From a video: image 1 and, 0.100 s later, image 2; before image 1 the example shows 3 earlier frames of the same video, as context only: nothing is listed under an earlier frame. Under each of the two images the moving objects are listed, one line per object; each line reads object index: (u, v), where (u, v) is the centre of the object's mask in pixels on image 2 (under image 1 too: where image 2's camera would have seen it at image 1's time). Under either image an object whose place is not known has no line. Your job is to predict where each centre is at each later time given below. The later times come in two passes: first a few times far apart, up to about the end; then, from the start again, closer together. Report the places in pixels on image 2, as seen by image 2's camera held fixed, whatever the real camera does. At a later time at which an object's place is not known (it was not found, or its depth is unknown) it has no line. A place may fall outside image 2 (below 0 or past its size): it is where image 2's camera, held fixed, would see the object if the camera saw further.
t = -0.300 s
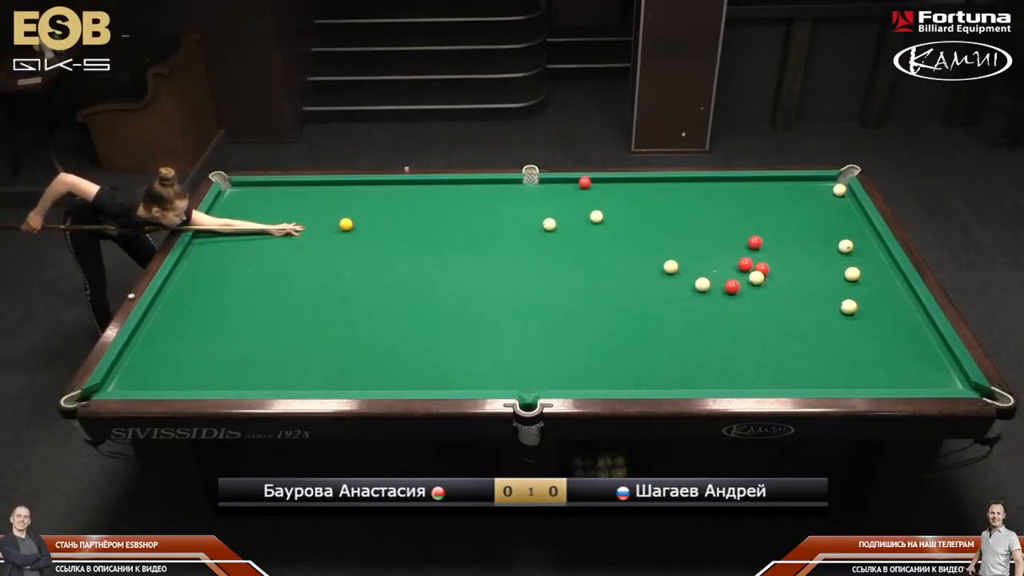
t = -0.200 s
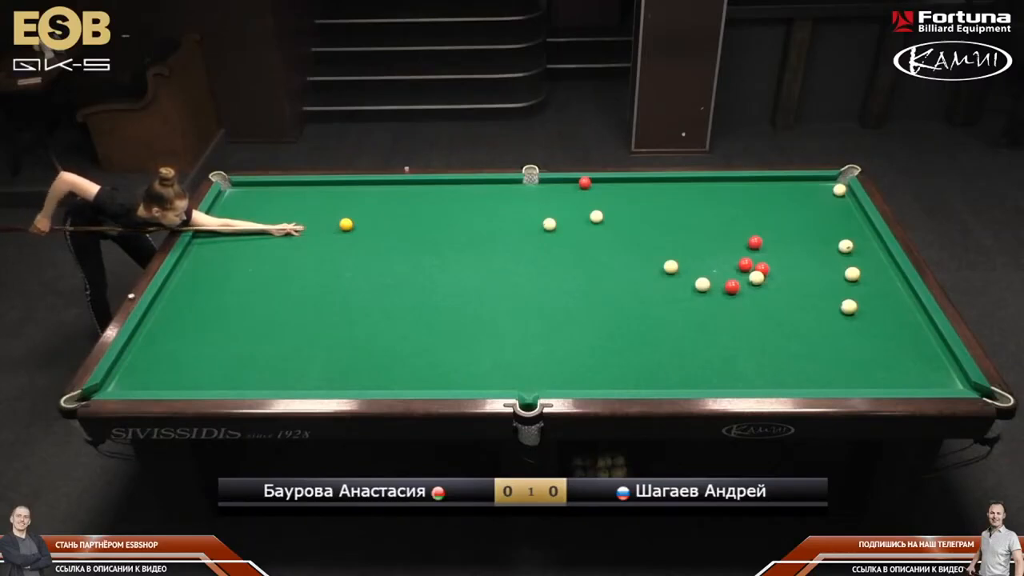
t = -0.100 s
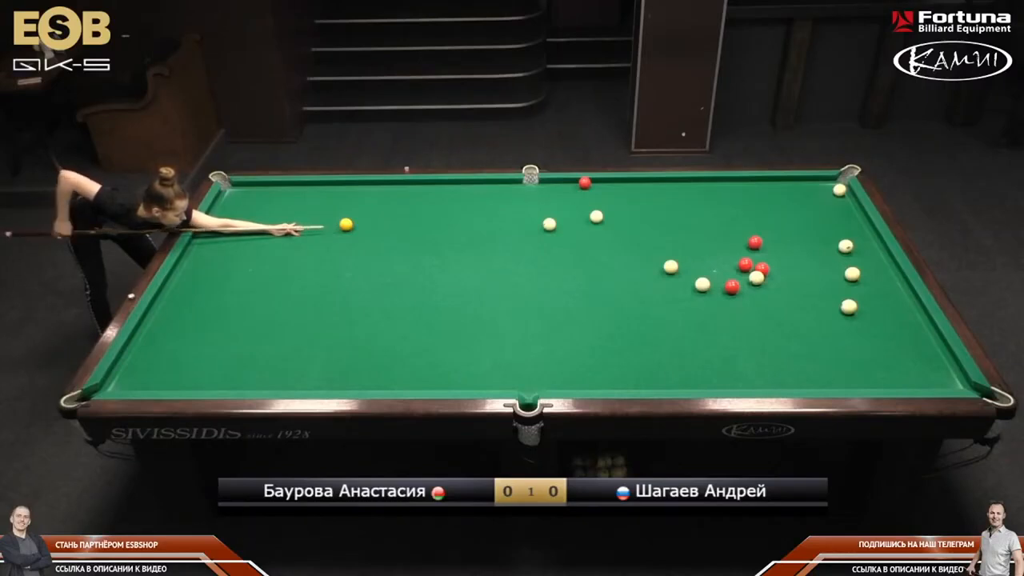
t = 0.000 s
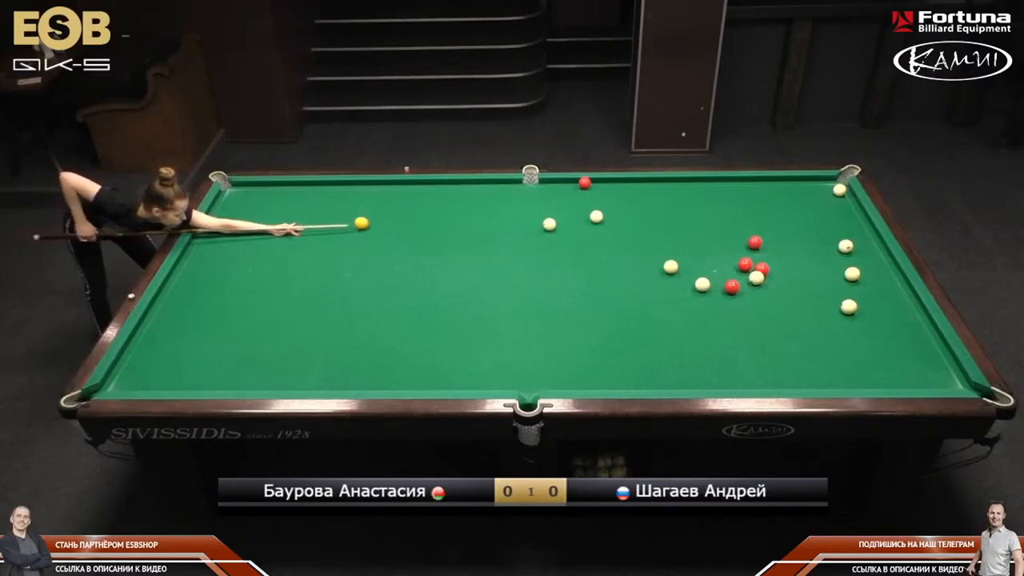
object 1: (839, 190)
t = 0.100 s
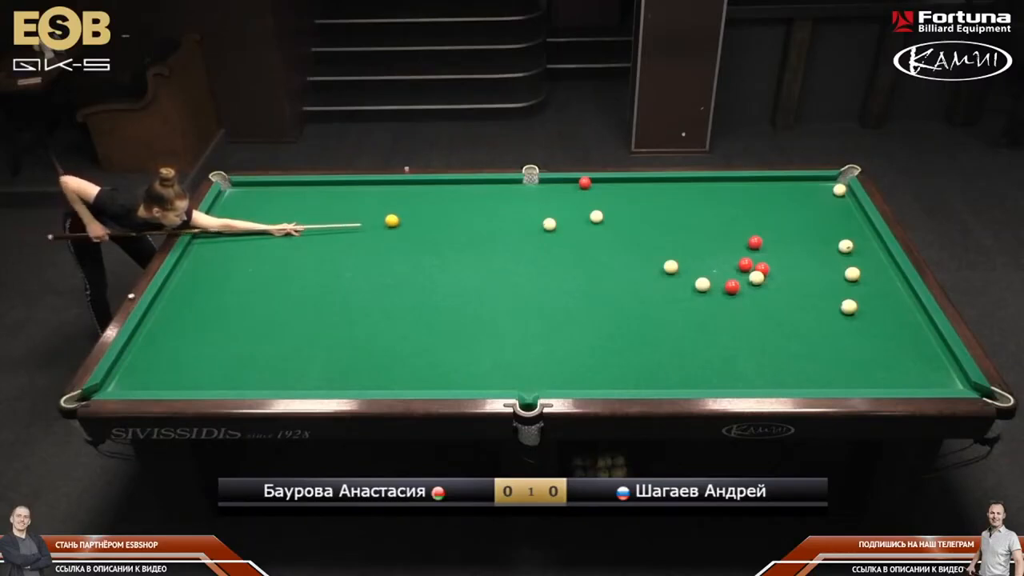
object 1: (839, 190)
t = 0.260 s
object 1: (839, 190)
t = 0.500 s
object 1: (839, 190)
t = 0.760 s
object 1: (839, 189)
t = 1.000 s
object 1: (839, 189)
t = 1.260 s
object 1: (839, 190)
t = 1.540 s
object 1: (839, 189)
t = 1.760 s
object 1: (839, 190)
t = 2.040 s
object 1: (846, 191)
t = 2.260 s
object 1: (826, 192)
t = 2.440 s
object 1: (810, 193)
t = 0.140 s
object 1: (839, 190)
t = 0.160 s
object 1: (839, 190)
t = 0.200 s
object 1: (839, 190)
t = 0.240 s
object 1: (839, 190)
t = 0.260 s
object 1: (839, 190)
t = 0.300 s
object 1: (839, 190)
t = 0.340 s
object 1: (839, 190)
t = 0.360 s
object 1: (839, 190)
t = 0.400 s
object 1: (839, 190)
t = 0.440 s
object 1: (839, 190)
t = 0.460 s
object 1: (839, 190)
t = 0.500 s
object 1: (839, 190)
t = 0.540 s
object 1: (839, 190)
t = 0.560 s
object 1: (839, 190)
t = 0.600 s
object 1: (839, 190)
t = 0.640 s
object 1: (839, 190)
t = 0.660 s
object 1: (839, 190)
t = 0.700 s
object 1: (839, 189)
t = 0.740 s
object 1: (839, 189)
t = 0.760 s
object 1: (839, 189)
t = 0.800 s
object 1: (839, 189)
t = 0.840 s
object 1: (839, 190)
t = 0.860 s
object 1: (839, 189)
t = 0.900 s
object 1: (839, 190)
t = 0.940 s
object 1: (839, 190)
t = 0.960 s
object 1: (839, 190)
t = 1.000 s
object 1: (839, 189)
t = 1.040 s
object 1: (839, 189)
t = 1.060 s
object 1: (839, 189)
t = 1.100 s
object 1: (839, 190)
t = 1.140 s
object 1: (839, 190)
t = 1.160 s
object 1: (839, 190)
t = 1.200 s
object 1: (839, 189)
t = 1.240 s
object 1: (839, 189)
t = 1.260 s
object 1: (839, 190)
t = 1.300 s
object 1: (839, 190)
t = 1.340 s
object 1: (839, 189)
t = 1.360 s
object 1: (839, 189)
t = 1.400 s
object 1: (839, 189)
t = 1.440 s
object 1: (839, 189)
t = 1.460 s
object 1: (839, 190)
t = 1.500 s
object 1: (839, 189)
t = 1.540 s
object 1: (839, 189)
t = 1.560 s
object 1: (839, 189)
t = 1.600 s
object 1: (839, 189)
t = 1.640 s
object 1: (839, 189)
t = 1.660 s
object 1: (839, 189)
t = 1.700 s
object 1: (839, 190)
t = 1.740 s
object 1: (839, 190)
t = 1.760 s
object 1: (839, 190)
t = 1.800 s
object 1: (839, 190)
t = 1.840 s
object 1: (839, 190)
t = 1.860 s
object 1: (840, 190)
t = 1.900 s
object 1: (840, 190)
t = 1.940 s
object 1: (840, 190)
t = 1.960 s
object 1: (839, 190)
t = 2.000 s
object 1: (843, 190)
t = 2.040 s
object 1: (846, 191)
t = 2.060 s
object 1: (844, 191)
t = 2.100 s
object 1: (840, 191)
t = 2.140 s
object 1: (837, 192)
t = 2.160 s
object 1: (835, 192)
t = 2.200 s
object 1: (831, 192)
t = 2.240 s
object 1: (827, 192)
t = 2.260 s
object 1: (826, 192)
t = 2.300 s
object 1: (822, 193)
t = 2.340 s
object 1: (819, 193)
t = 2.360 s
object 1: (817, 193)
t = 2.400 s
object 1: (813, 193)
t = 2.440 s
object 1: (810, 193)
